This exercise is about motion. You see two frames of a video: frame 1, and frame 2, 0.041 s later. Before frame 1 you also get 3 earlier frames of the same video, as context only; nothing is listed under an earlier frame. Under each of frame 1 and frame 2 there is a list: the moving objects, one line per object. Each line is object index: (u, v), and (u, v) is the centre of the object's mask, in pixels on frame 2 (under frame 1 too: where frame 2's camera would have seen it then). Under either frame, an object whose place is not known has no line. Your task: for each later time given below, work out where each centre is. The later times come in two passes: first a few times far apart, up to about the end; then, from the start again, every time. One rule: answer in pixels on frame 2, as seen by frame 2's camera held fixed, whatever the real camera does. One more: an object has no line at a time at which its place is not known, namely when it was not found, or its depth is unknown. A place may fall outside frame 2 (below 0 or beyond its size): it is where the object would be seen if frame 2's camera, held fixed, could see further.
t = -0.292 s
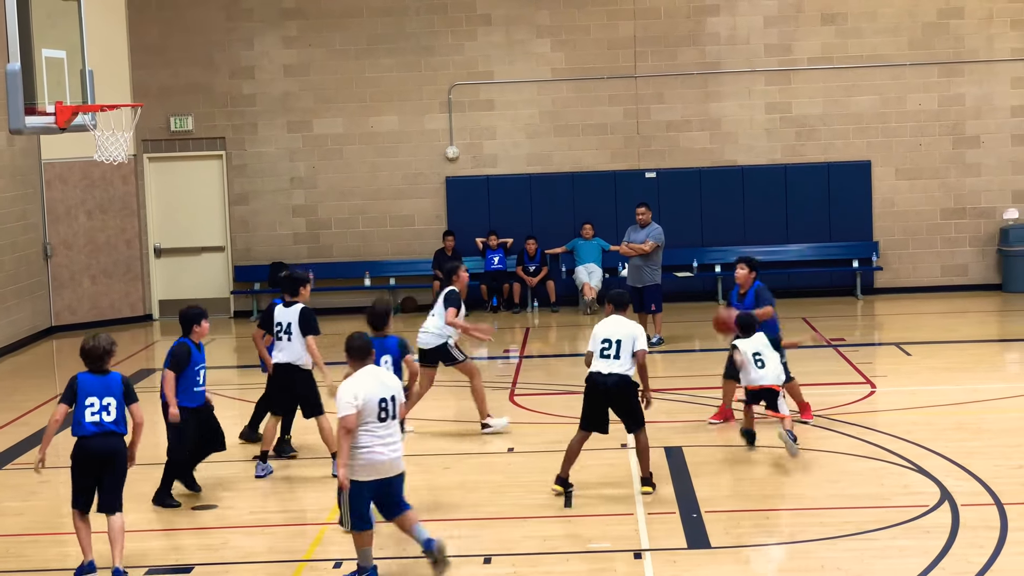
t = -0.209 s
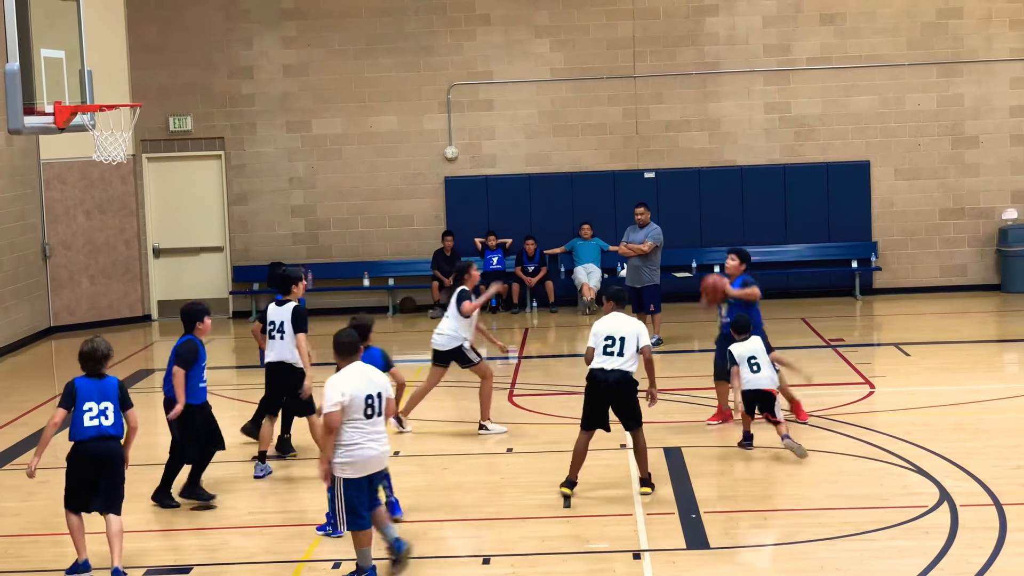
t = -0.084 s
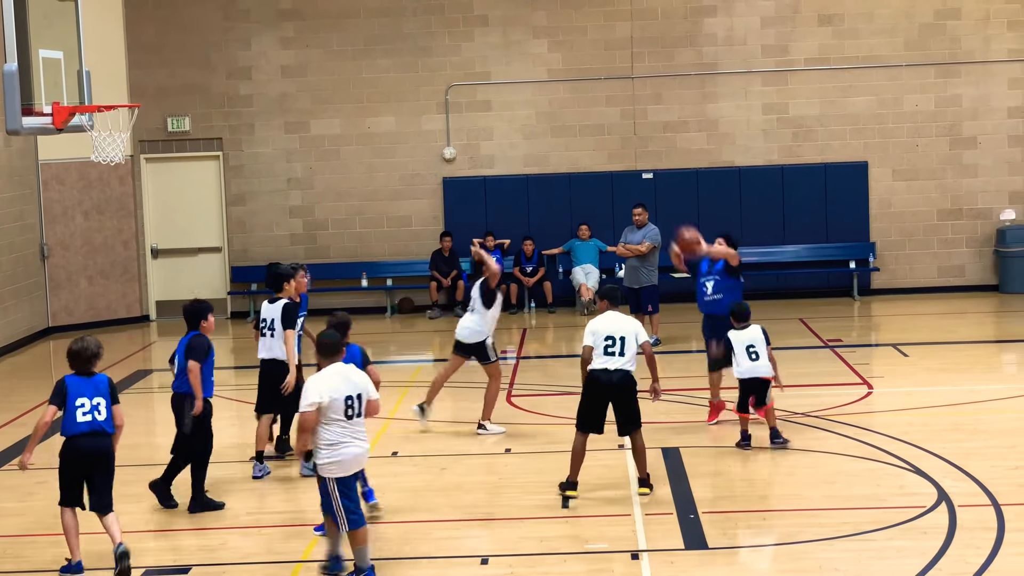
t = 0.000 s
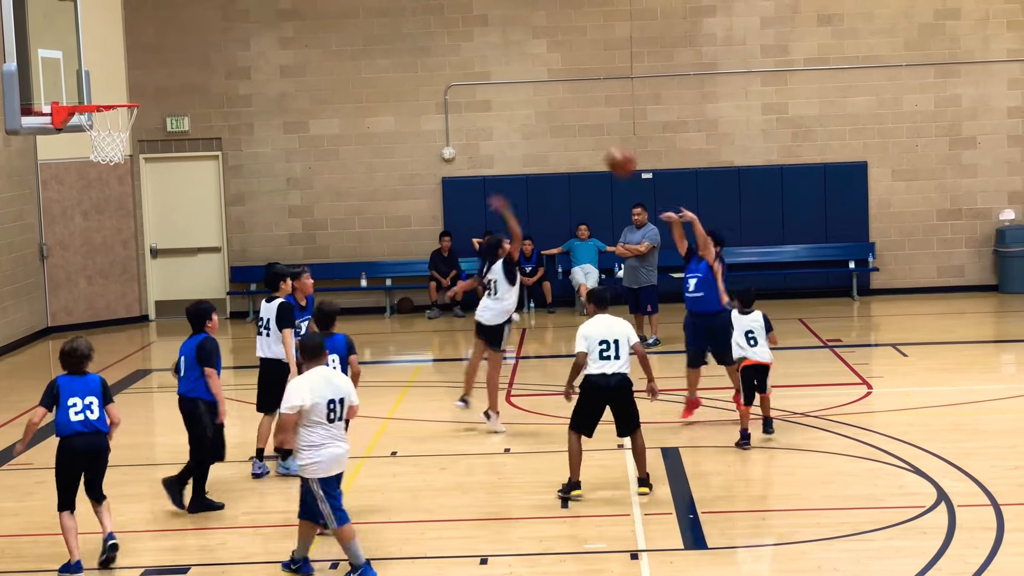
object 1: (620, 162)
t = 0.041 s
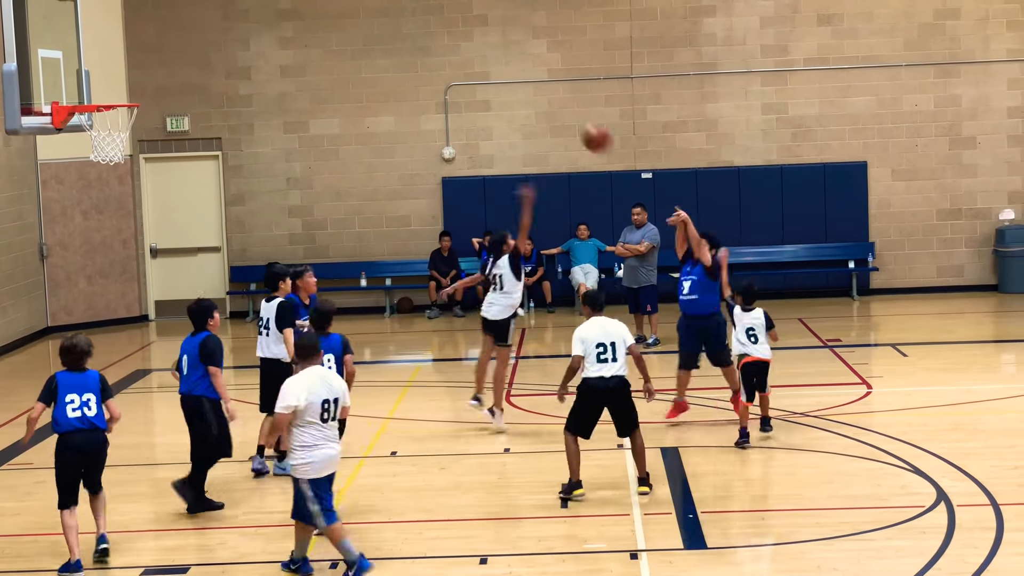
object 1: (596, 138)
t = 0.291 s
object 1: (446, 33)
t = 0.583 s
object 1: (258, 2)
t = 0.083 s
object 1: (572, 117)
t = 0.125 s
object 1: (547, 96)
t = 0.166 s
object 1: (523, 79)
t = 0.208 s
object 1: (497, 61)
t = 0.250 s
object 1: (471, 46)
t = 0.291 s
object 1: (446, 33)
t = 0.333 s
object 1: (420, 22)
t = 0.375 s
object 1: (394, 12)
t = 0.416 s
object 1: (369, 9)
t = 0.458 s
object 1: (342, 6)
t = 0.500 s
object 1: (314, 4)
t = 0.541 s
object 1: (286, 3)
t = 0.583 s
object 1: (258, 2)
